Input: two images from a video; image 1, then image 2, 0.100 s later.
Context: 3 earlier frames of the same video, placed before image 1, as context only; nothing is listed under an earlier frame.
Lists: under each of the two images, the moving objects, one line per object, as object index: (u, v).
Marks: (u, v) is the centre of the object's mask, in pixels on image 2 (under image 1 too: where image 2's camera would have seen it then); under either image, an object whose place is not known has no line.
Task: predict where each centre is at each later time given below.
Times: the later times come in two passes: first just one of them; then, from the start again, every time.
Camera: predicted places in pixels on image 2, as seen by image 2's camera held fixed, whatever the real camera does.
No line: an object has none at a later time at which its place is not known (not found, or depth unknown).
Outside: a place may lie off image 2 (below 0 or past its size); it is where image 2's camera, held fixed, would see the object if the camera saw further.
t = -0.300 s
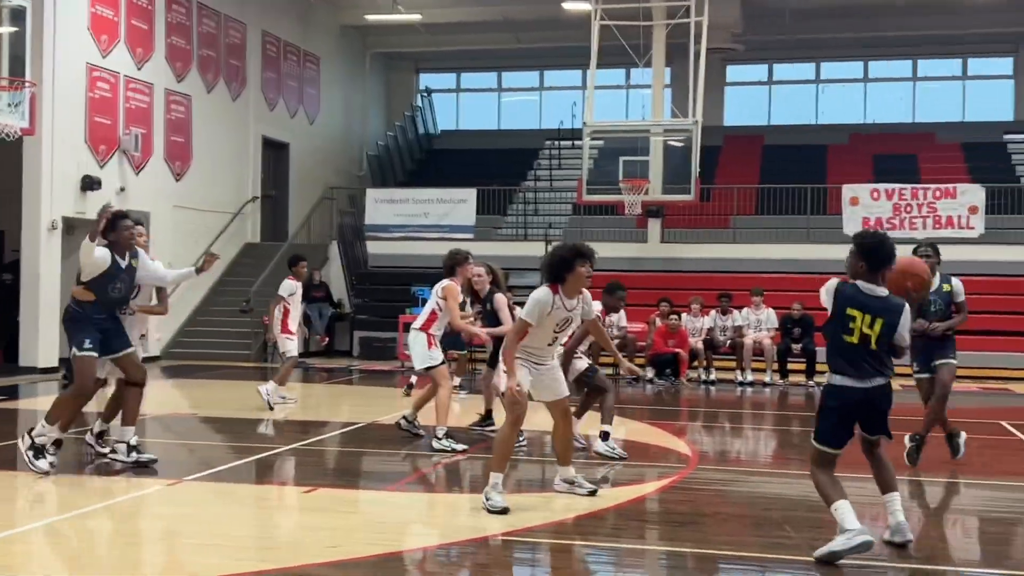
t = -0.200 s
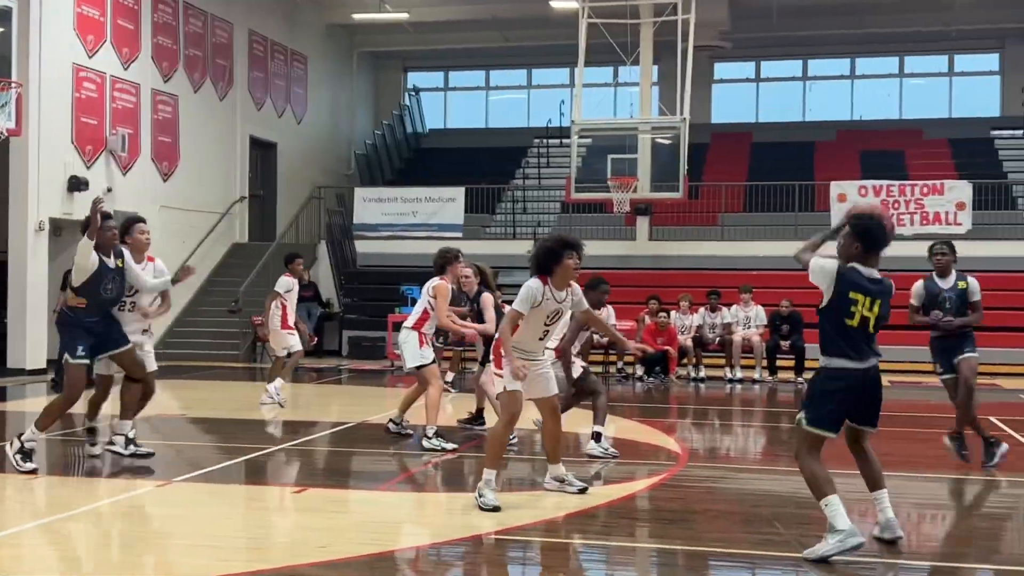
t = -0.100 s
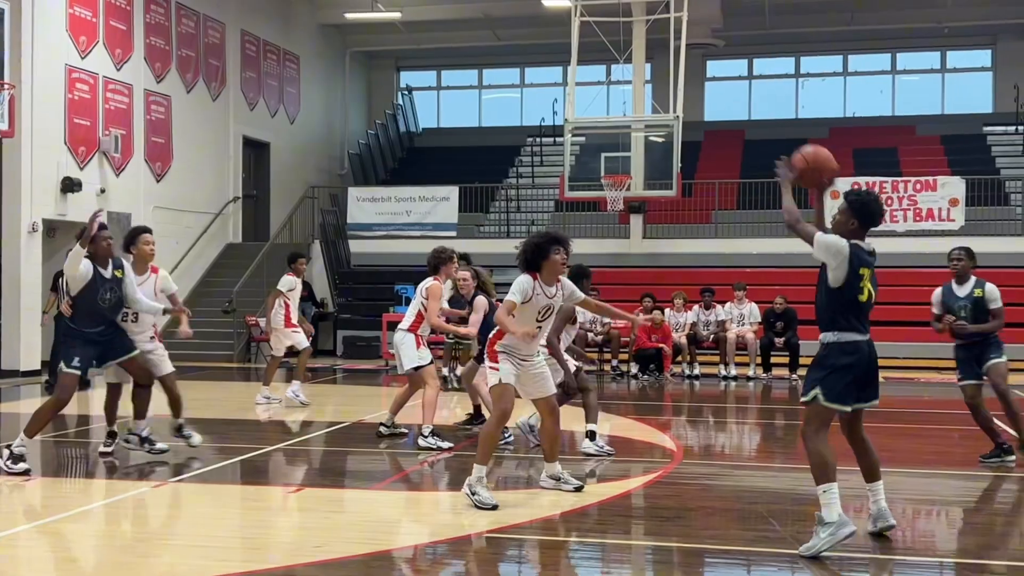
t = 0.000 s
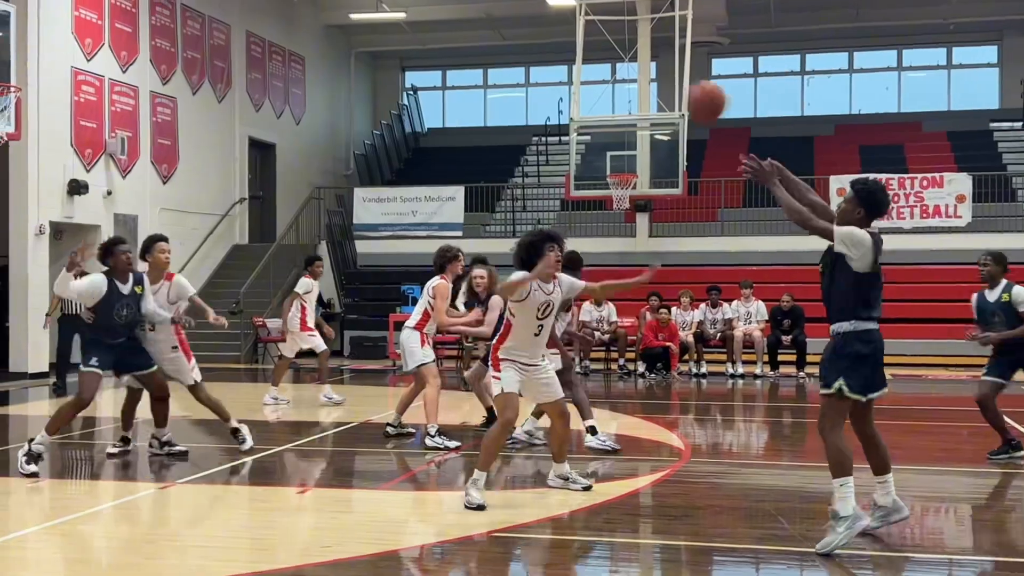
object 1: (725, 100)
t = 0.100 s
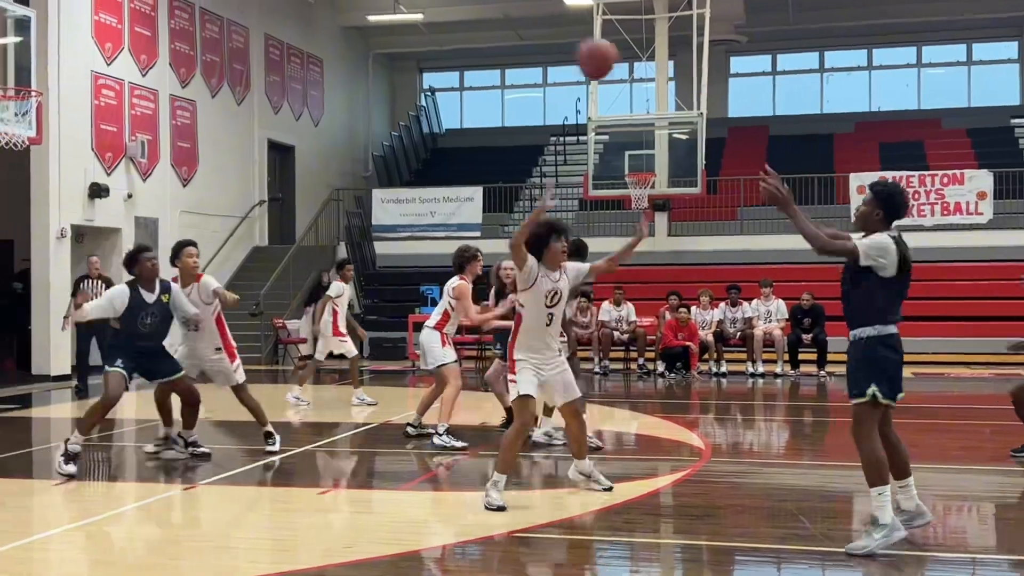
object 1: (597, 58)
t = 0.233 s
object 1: (437, 33)
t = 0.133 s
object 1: (557, 48)
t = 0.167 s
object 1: (516, 41)
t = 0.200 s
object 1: (474, 34)
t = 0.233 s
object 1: (437, 33)
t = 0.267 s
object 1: (399, 31)
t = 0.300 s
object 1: (360, 31)
